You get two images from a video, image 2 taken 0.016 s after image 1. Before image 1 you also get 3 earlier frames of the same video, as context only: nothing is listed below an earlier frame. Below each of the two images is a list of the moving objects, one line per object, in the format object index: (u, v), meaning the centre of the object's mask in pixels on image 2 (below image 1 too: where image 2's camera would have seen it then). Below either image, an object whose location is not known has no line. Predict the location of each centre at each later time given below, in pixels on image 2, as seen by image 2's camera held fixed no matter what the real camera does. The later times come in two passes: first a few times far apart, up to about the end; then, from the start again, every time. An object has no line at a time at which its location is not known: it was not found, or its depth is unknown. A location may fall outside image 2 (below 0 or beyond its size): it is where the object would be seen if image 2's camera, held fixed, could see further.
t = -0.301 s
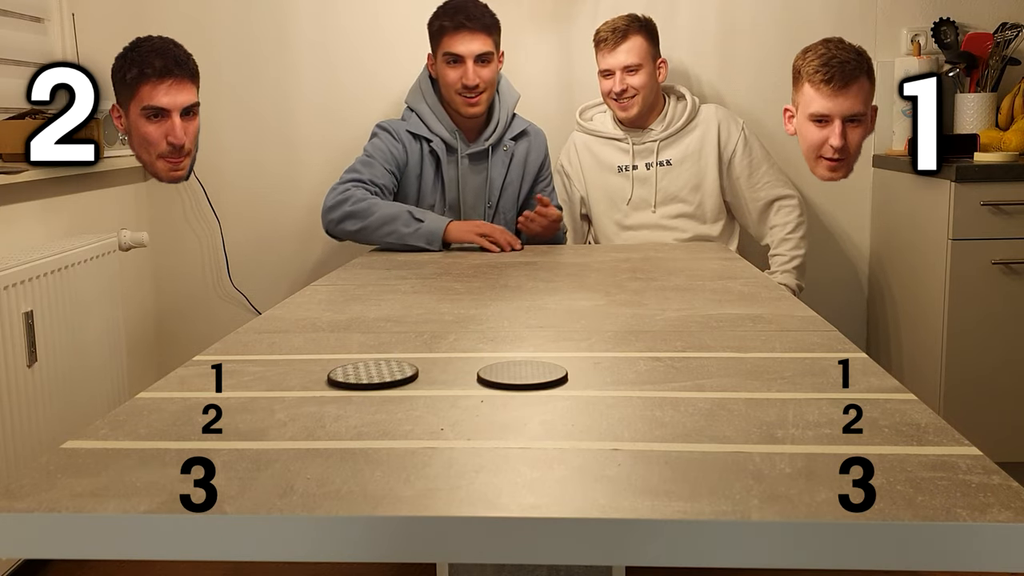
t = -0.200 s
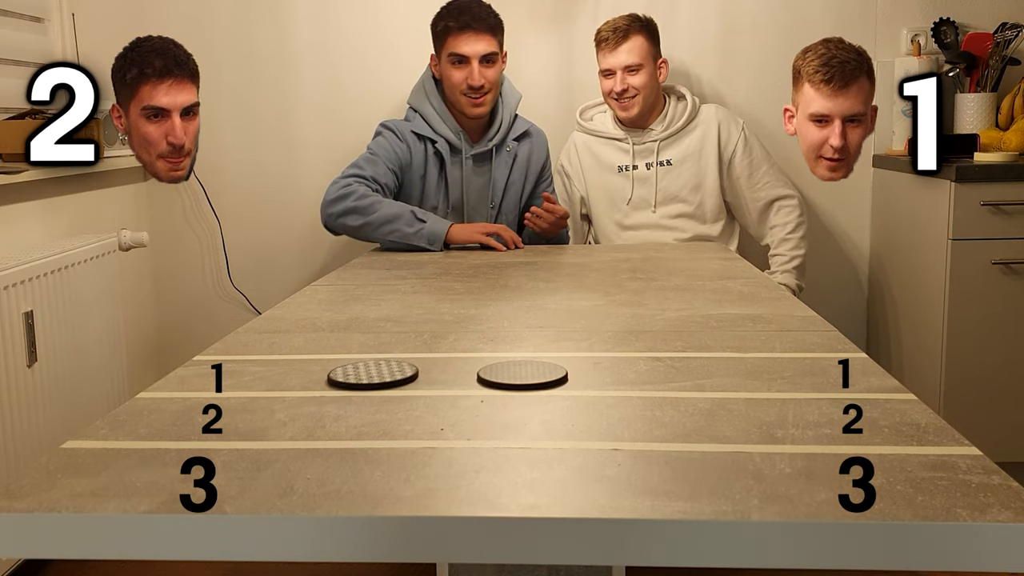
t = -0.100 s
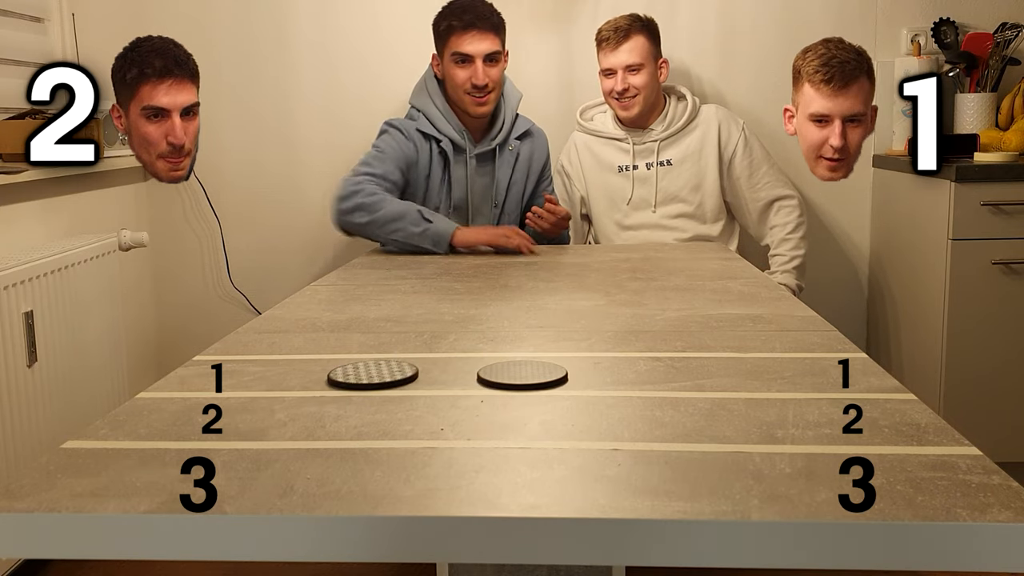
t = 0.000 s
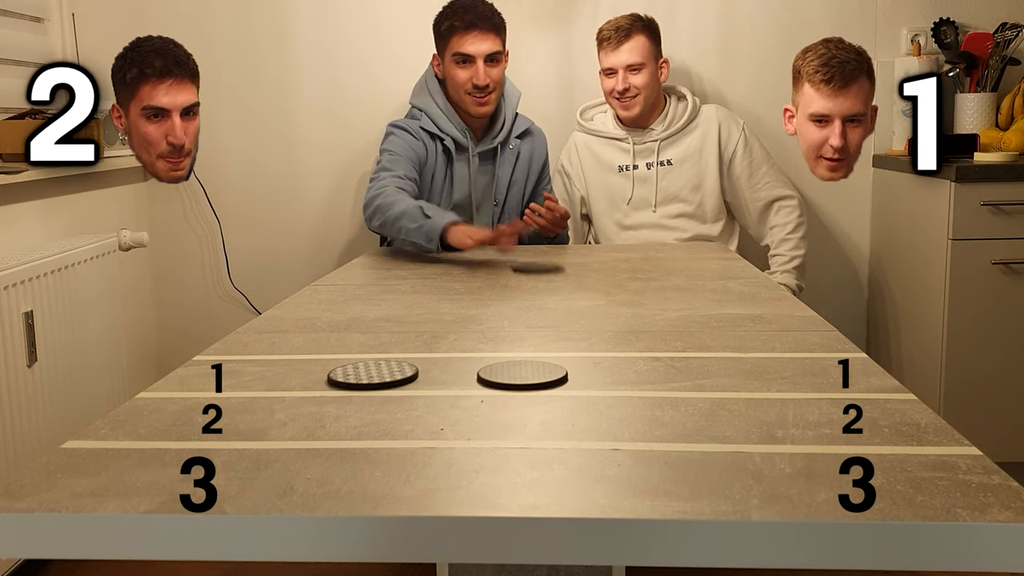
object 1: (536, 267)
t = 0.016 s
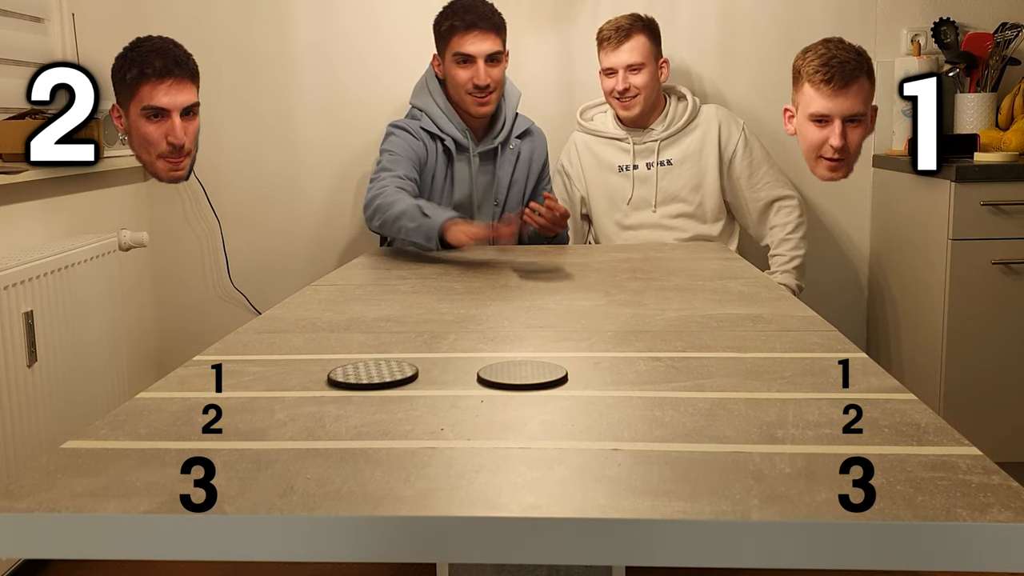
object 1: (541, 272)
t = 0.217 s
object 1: (587, 311)
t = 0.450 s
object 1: (640, 360)
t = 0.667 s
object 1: (653, 373)
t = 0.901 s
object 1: (653, 373)
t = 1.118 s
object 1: (653, 373)
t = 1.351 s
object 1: (653, 373)
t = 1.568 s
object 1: (653, 373)
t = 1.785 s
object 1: (653, 373)
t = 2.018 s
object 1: (653, 373)
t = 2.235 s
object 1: (653, 373)
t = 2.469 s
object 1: (653, 373)
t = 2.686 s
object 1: (653, 373)
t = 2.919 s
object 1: (653, 373)
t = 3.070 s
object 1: (653, 372)
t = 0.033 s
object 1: (545, 274)
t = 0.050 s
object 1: (547, 277)
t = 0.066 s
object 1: (551, 280)
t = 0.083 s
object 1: (552, 280)
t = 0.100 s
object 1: (560, 287)
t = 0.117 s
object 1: (564, 291)
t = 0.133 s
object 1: (568, 294)
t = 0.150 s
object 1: (567, 294)
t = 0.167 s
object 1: (575, 301)
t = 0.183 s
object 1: (580, 306)
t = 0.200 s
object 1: (584, 308)
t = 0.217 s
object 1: (587, 311)
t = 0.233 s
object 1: (593, 315)
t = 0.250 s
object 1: (597, 319)
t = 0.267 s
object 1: (601, 323)
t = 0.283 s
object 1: (607, 326)
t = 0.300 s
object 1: (610, 330)
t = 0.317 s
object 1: (614, 334)
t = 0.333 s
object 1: (618, 337)
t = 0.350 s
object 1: (621, 340)
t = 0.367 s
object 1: (626, 344)
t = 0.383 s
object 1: (627, 346)
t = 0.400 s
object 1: (632, 351)
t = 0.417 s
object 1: (636, 355)
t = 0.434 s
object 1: (638, 358)
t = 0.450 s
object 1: (640, 360)
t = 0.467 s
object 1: (643, 362)
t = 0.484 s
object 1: (645, 364)
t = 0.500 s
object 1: (647, 366)
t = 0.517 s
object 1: (649, 368)
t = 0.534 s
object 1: (650, 369)
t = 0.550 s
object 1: (651, 370)
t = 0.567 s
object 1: (652, 371)
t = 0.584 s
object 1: (652, 372)
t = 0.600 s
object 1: (653, 372)
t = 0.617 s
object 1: (653, 372)
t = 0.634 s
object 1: (653, 373)
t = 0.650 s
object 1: (653, 373)
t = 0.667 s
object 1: (653, 373)
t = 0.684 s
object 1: (653, 373)
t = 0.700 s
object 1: (653, 373)
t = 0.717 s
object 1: (653, 373)
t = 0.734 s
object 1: (653, 373)
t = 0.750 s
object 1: (653, 373)
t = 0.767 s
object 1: (653, 373)
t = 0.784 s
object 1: (653, 373)
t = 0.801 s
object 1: (653, 373)
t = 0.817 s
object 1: (653, 373)
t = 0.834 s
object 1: (653, 373)
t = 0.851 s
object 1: (653, 373)
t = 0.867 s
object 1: (653, 373)
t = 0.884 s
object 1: (653, 373)
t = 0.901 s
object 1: (653, 373)
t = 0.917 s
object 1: (653, 373)
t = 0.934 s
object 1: (653, 373)
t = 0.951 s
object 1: (653, 373)
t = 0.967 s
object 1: (653, 373)
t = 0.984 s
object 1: (653, 373)
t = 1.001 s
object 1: (653, 373)
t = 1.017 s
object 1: (653, 373)
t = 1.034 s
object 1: (653, 373)
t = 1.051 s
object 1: (653, 373)
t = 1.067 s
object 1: (653, 373)
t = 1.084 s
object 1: (653, 373)
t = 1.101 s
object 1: (653, 373)
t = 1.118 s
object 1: (653, 373)
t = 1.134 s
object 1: (653, 373)
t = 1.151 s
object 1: (653, 373)
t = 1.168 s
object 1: (653, 373)
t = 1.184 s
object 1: (653, 373)
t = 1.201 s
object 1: (653, 373)
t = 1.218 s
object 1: (653, 373)
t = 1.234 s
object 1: (653, 373)
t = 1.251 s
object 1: (653, 373)
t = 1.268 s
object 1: (653, 373)
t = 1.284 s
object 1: (653, 373)
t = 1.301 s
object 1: (653, 373)
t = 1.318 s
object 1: (653, 373)
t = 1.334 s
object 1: (653, 373)
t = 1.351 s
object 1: (653, 373)
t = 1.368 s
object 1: (653, 373)
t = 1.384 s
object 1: (653, 373)
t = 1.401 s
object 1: (653, 373)
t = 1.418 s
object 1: (653, 373)
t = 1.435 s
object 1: (653, 373)
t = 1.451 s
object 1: (653, 373)
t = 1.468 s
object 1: (653, 373)
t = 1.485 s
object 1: (653, 373)
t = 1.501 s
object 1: (653, 373)
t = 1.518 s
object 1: (653, 373)
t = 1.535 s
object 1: (653, 373)
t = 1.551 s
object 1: (653, 373)
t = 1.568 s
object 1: (653, 373)
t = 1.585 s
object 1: (653, 373)
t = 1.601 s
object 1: (653, 373)
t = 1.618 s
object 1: (653, 373)
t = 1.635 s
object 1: (653, 373)
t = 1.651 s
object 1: (653, 373)
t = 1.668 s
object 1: (653, 373)
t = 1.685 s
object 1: (653, 373)
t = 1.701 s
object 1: (653, 373)
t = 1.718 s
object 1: (653, 373)
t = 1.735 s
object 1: (653, 373)
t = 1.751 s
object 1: (653, 373)
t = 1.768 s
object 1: (653, 373)
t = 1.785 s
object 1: (653, 373)
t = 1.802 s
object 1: (653, 373)
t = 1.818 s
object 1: (653, 373)
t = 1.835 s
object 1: (653, 373)
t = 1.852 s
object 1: (653, 373)
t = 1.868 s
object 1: (653, 373)
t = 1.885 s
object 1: (653, 373)
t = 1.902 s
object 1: (653, 373)
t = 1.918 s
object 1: (653, 373)
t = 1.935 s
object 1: (653, 373)
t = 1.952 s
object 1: (653, 373)
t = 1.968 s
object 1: (653, 373)
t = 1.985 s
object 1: (653, 373)
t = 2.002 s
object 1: (653, 373)
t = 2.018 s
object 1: (653, 373)
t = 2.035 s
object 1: (653, 373)
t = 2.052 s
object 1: (653, 373)
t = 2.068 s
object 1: (653, 373)
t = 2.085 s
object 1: (653, 373)
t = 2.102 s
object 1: (653, 373)
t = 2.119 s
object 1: (653, 373)
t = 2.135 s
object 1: (653, 373)
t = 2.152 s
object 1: (653, 373)
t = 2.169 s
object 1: (653, 373)
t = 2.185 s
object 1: (653, 373)
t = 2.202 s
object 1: (653, 373)
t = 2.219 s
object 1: (653, 373)
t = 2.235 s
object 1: (653, 373)
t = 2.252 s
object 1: (653, 373)
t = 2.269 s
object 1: (653, 373)
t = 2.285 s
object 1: (653, 373)
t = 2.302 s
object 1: (653, 373)
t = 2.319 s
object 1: (653, 373)
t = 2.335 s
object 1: (653, 373)
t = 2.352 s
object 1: (653, 373)
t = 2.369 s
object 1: (653, 373)
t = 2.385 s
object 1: (653, 373)
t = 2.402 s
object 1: (653, 373)
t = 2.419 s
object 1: (653, 373)
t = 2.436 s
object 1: (653, 373)
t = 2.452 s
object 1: (653, 373)
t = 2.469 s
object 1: (653, 373)
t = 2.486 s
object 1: (653, 373)
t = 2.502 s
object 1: (653, 373)
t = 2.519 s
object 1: (653, 373)
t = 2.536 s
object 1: (653, 373)
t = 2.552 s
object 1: (653, 373)
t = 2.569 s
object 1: (653, 373)
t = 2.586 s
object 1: (653, 373)
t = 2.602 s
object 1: (653, 373)
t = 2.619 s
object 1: (653, 373)
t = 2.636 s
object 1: (653, 373)
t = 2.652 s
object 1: (653, 373)
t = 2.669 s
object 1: (653, 373)
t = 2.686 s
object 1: (653, 373)
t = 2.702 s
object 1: (653, 373)
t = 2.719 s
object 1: (653, 373)
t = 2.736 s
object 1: (653, 373)
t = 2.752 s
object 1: (653, 373)
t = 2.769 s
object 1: (653, 373)
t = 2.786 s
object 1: (653, 373)
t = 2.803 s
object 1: (653, 373)
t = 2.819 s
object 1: (653, 373)
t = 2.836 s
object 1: (653, 373)
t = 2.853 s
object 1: (653, 373)
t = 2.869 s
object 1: (653, 373)
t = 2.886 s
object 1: (653, 373)
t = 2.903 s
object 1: (653, 373)
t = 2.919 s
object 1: (653, 373)
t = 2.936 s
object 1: (653, 373)
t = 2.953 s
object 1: (653, 373)
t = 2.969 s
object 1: (653, 373)
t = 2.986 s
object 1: (653, 373)
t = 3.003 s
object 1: (653, 372)
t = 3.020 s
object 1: (653, 372)
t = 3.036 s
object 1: (653, 372)
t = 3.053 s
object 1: (653, 372)
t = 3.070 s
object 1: (653, 372)
